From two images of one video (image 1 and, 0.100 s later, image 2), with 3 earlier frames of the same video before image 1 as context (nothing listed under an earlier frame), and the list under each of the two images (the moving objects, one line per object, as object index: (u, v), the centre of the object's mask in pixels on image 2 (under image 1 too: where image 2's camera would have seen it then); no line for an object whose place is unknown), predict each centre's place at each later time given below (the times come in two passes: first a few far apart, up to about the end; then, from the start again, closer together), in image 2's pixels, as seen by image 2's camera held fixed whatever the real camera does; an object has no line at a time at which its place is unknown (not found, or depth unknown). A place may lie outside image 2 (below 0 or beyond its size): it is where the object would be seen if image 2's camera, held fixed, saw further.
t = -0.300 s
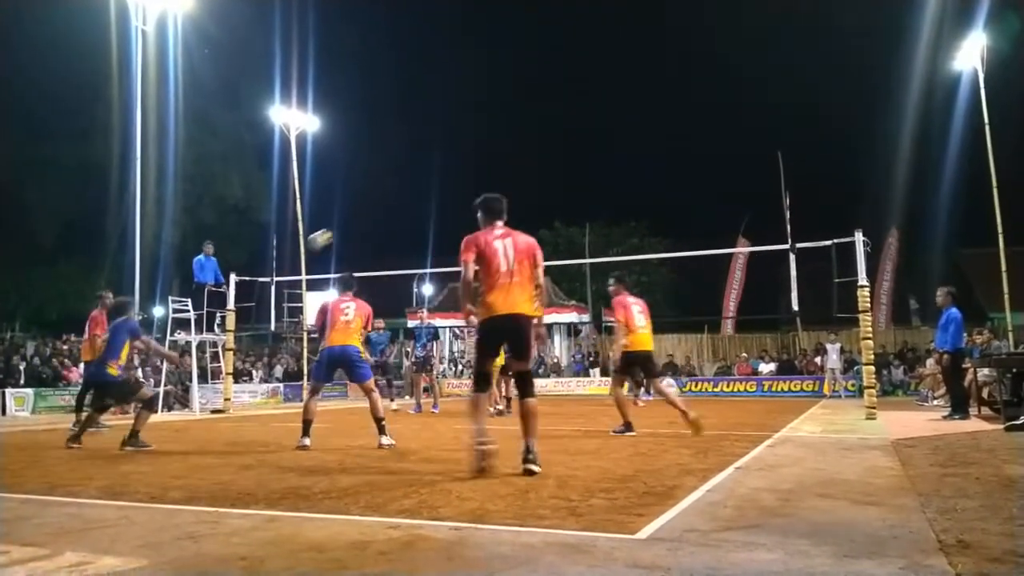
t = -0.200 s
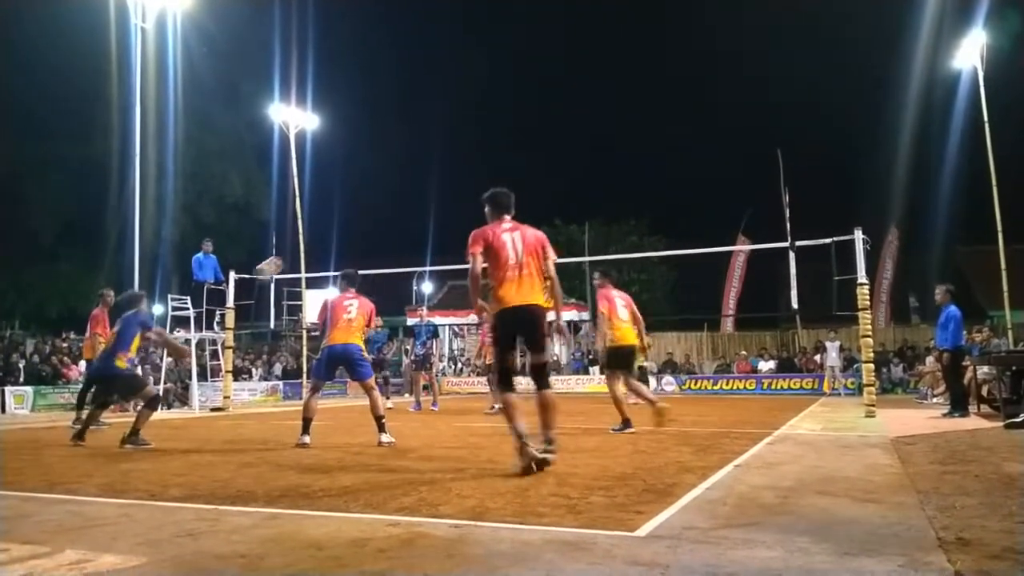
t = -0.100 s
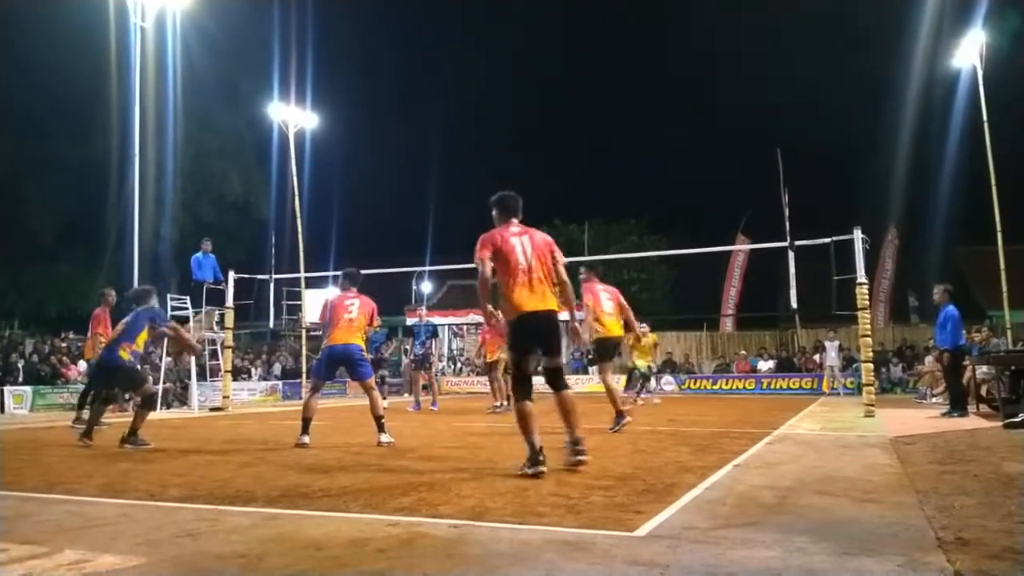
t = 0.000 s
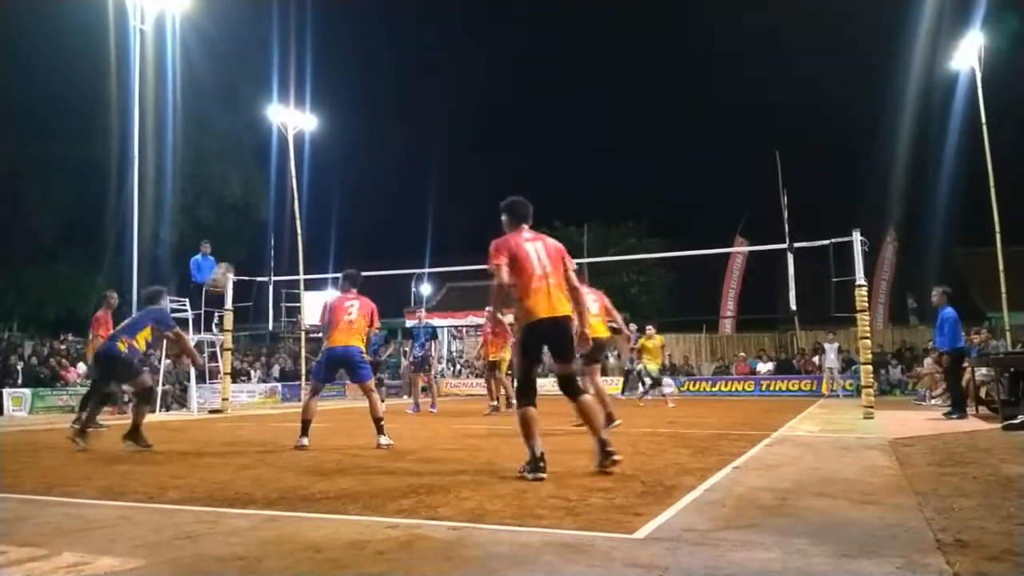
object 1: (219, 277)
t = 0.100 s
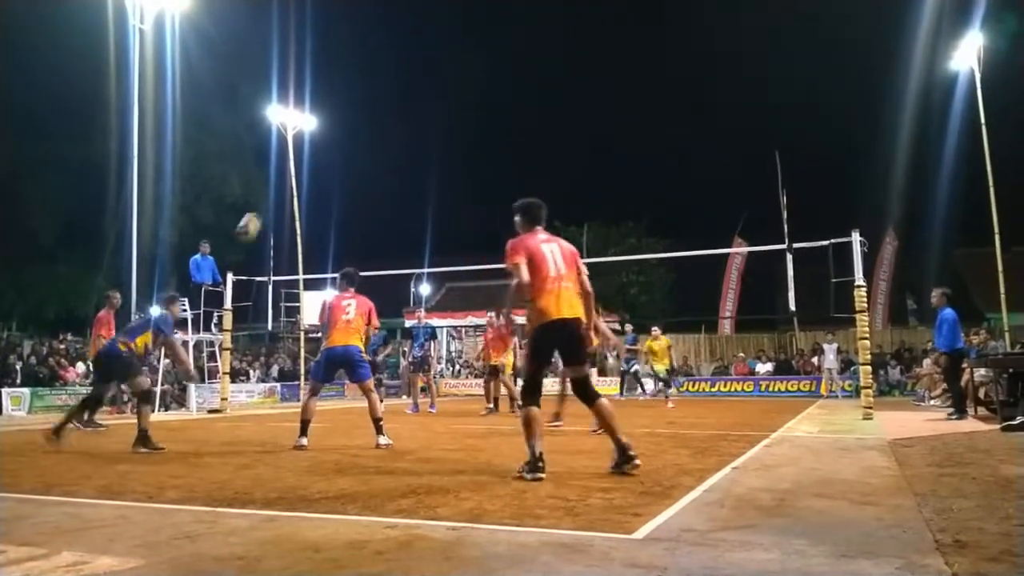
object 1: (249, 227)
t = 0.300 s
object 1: (301, 159)
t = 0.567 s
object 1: (354, 128)
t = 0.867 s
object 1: (406, 157)
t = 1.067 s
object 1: (437, 206)
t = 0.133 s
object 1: (257, 214)
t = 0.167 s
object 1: (266, 200)
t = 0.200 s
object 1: (275, 188)
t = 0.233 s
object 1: (282, 178)
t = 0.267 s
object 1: (290, 169)
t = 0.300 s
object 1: (301, 159)
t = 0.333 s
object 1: (307, 152)
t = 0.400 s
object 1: (321, 141)
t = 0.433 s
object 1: (329, 137)
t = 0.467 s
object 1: (334, 134)
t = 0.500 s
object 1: (341, 132)
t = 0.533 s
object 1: (348, 130)
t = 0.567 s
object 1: (354, 128)
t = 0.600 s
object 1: (360, 128)
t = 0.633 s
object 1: (366, 129)
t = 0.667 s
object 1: (372, 131)
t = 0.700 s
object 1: (378, 133)
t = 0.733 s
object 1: (384, 137)
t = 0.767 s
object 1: (390, 140)
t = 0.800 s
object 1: (395, 145)
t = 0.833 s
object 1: (401, 151)
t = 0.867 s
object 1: (406, 157)
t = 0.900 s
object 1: (411, 163)
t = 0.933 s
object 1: (417, 171)
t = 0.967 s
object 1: (422, 178)
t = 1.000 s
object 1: (427, 187)
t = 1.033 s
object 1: (432, 197)
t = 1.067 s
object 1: (437, 206)
